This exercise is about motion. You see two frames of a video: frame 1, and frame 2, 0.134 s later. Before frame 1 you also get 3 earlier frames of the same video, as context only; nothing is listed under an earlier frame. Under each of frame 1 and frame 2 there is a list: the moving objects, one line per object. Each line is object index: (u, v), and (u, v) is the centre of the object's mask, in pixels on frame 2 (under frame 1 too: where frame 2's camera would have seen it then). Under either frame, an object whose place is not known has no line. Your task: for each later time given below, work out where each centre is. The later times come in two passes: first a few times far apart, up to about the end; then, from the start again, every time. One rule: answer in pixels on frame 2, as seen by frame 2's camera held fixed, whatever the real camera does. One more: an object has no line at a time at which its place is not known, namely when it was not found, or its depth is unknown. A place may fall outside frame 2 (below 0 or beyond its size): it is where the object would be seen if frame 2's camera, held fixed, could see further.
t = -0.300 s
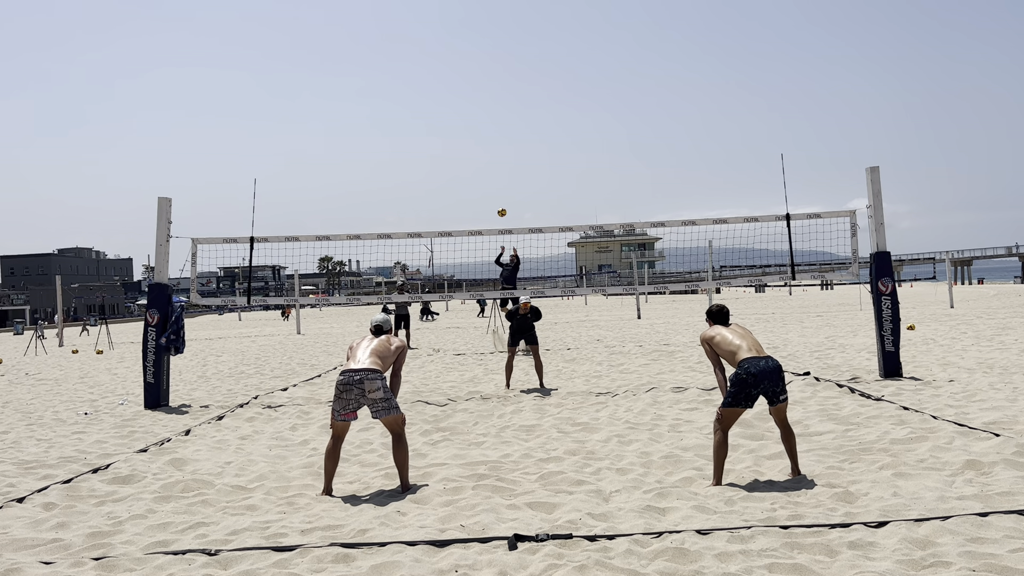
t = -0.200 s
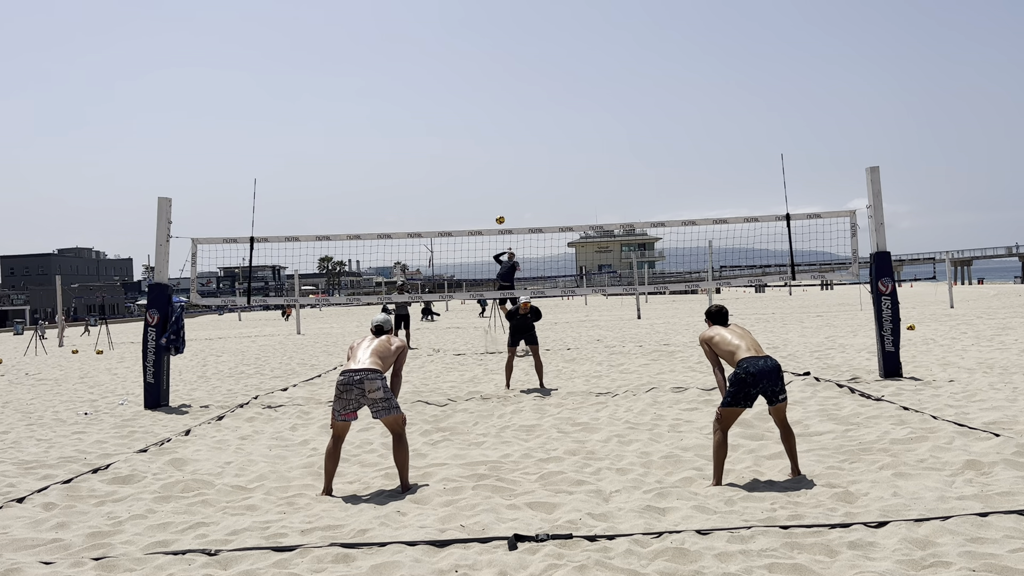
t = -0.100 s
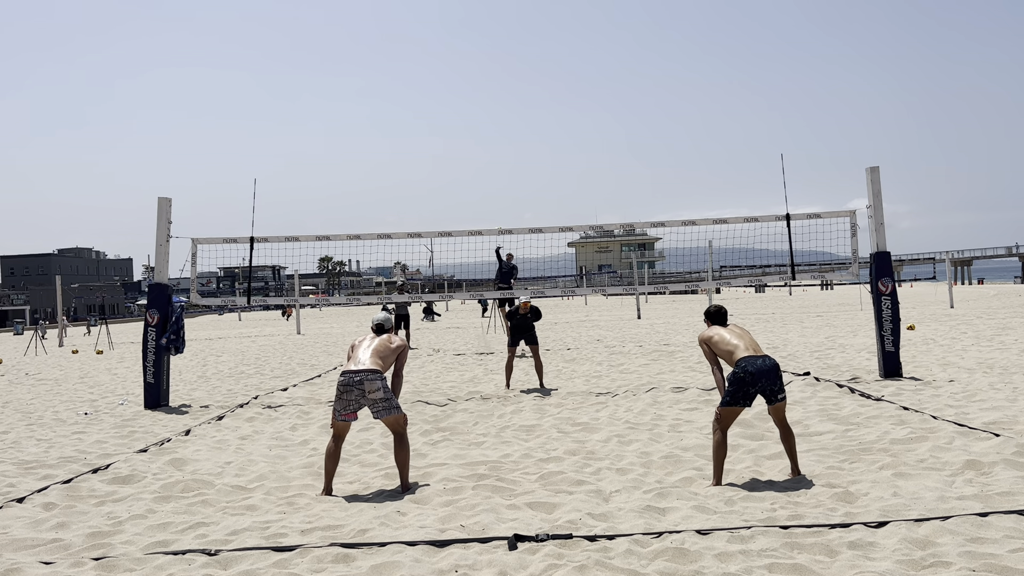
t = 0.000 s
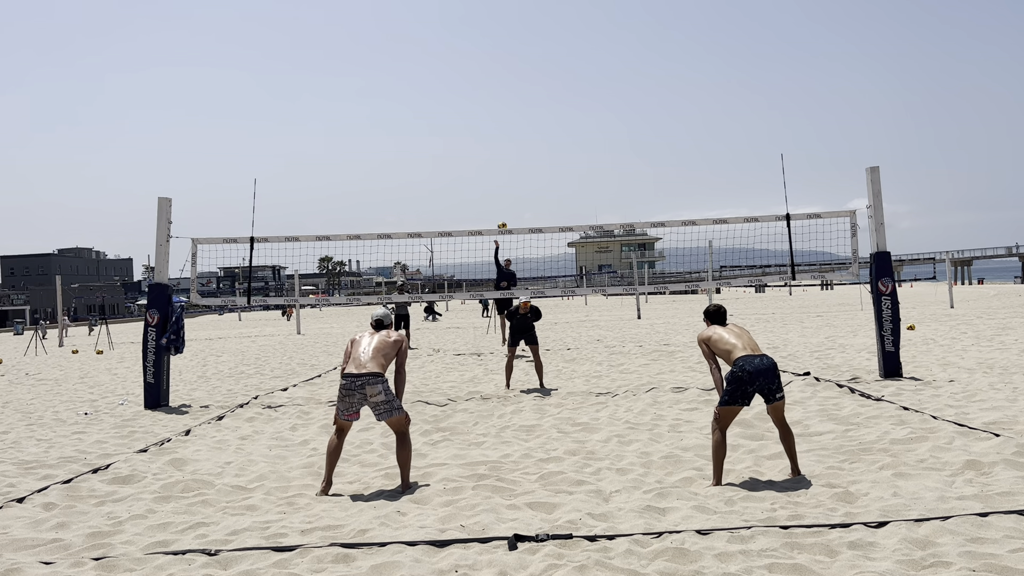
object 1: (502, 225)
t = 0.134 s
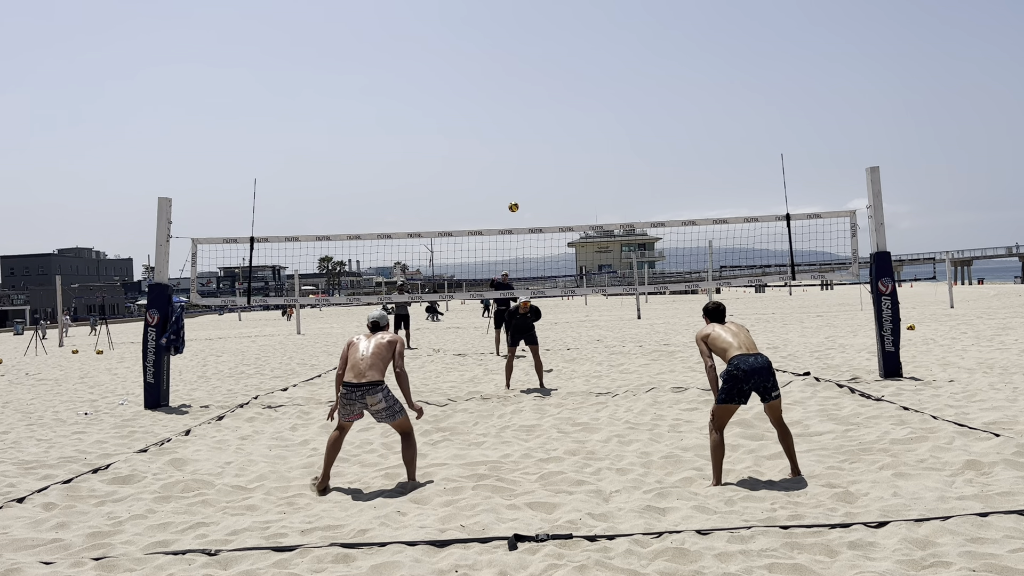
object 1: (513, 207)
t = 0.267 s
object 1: (527, 194)
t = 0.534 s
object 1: (566, 195)
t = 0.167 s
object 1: (517, 203)
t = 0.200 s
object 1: (520, 199)
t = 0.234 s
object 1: (524, 196)
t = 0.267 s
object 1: (527, 194)
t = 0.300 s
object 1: (532, 192)
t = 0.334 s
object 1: (536, 190)
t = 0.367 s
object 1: (540, 189)
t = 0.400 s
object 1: (545, 189)
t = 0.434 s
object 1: (550, 189)
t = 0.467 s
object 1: (555, 190)
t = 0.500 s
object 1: (561, 192)
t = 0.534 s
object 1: (566, 195)
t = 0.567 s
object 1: (572, 200)
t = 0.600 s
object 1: (578, 205)
